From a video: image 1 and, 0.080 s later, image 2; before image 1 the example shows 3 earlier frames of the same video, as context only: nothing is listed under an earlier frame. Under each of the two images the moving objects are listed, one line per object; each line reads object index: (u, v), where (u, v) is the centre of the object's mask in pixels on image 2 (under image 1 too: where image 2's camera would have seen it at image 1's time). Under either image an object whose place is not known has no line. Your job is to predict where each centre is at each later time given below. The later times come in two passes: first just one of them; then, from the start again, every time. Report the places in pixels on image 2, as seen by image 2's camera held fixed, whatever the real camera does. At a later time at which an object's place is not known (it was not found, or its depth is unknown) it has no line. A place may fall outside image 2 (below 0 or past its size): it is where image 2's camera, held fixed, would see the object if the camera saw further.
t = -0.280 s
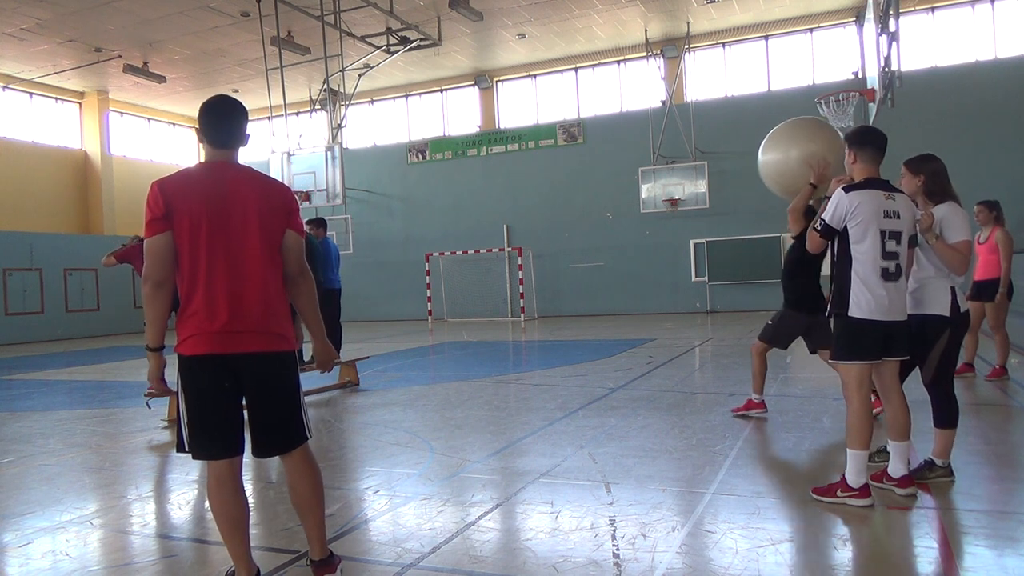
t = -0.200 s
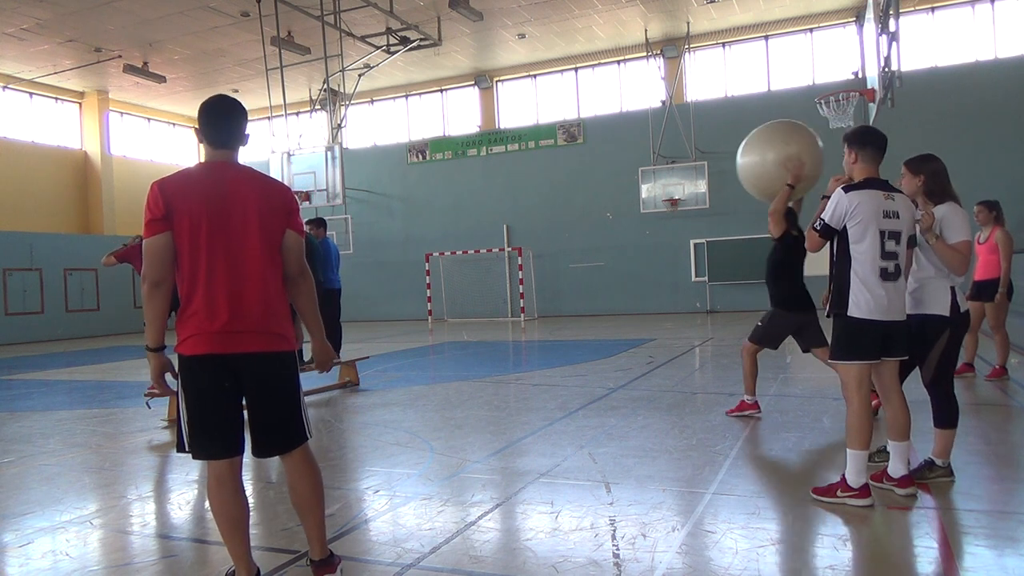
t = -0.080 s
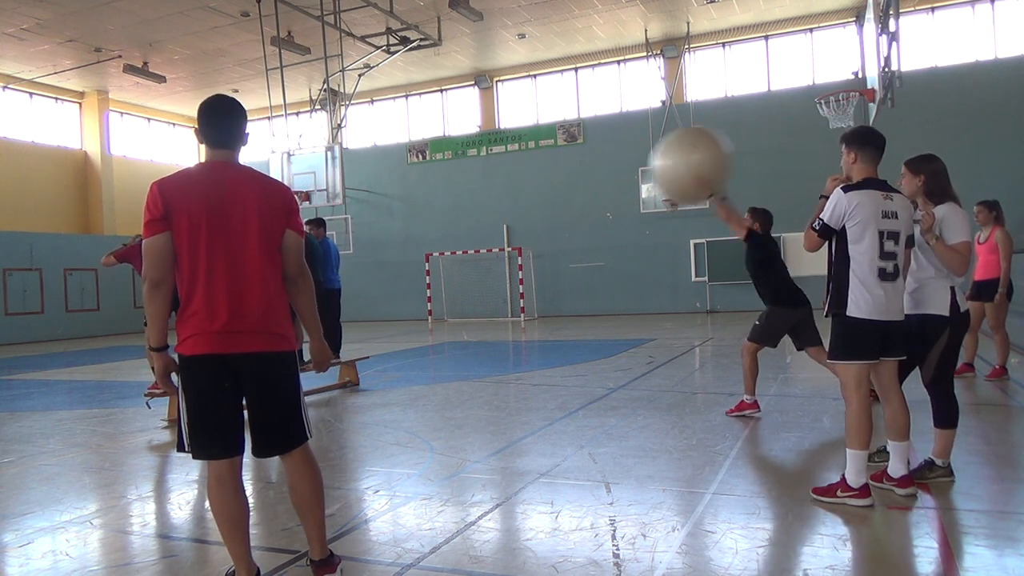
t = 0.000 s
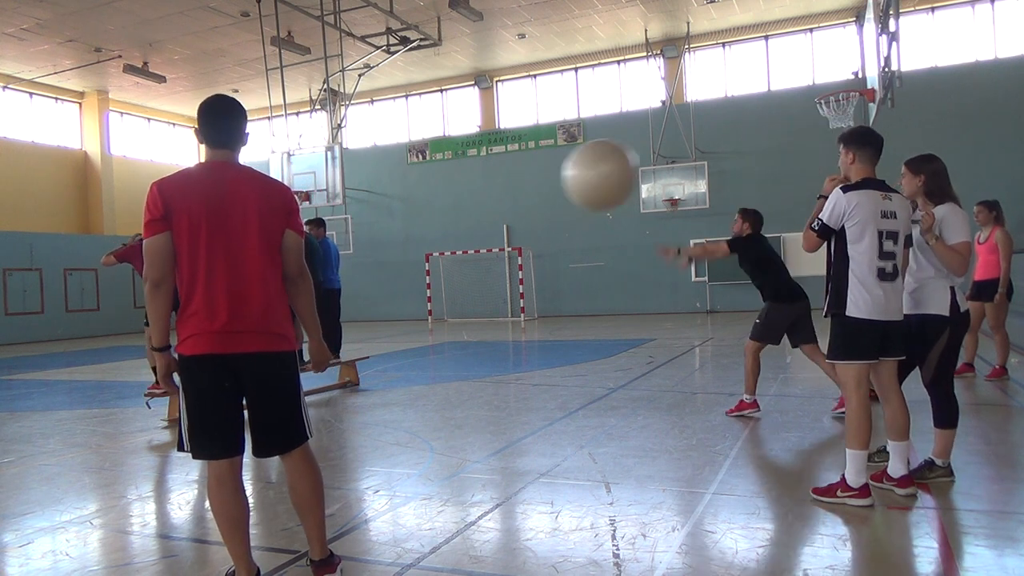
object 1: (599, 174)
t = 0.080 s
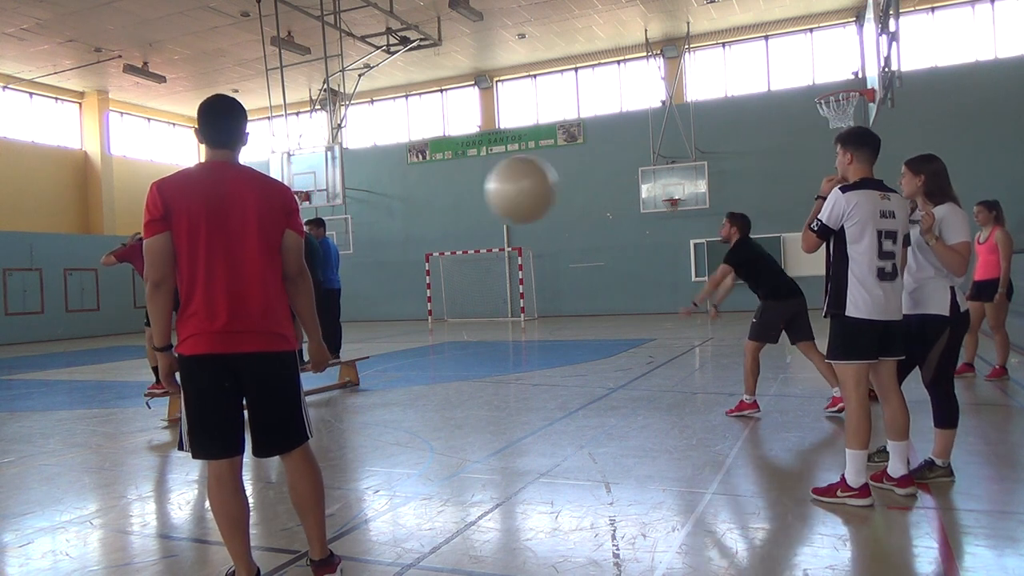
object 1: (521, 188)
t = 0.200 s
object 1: (420, 216)
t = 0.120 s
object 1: (485, 197)
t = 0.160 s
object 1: (451, 206)
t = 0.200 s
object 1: (420, 216)
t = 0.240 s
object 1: (390, 227)
